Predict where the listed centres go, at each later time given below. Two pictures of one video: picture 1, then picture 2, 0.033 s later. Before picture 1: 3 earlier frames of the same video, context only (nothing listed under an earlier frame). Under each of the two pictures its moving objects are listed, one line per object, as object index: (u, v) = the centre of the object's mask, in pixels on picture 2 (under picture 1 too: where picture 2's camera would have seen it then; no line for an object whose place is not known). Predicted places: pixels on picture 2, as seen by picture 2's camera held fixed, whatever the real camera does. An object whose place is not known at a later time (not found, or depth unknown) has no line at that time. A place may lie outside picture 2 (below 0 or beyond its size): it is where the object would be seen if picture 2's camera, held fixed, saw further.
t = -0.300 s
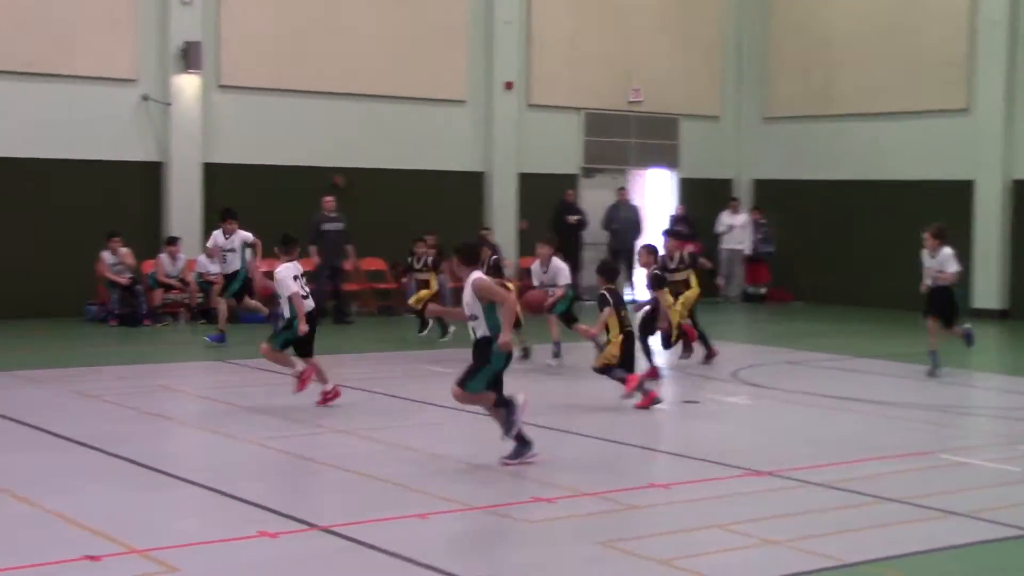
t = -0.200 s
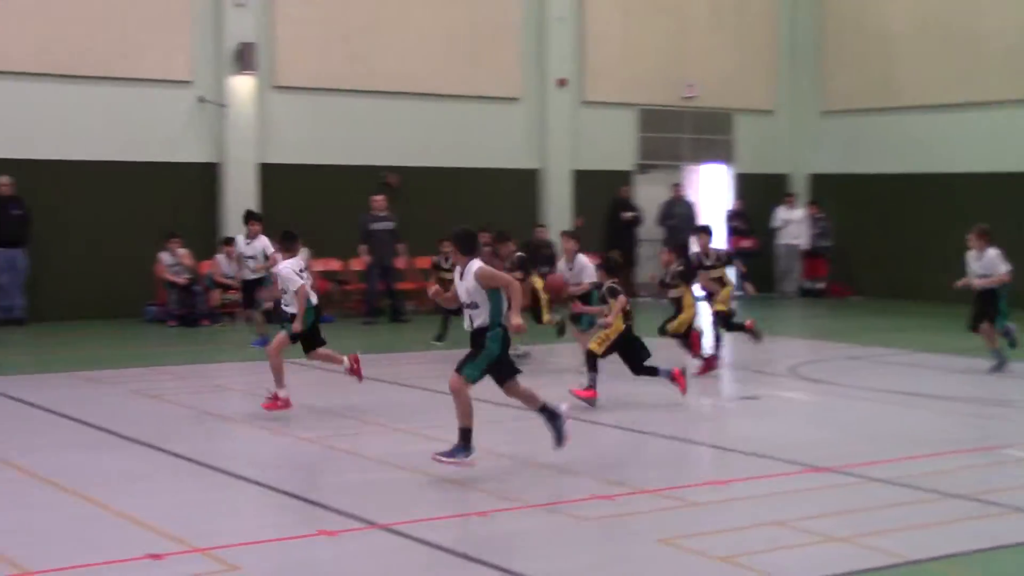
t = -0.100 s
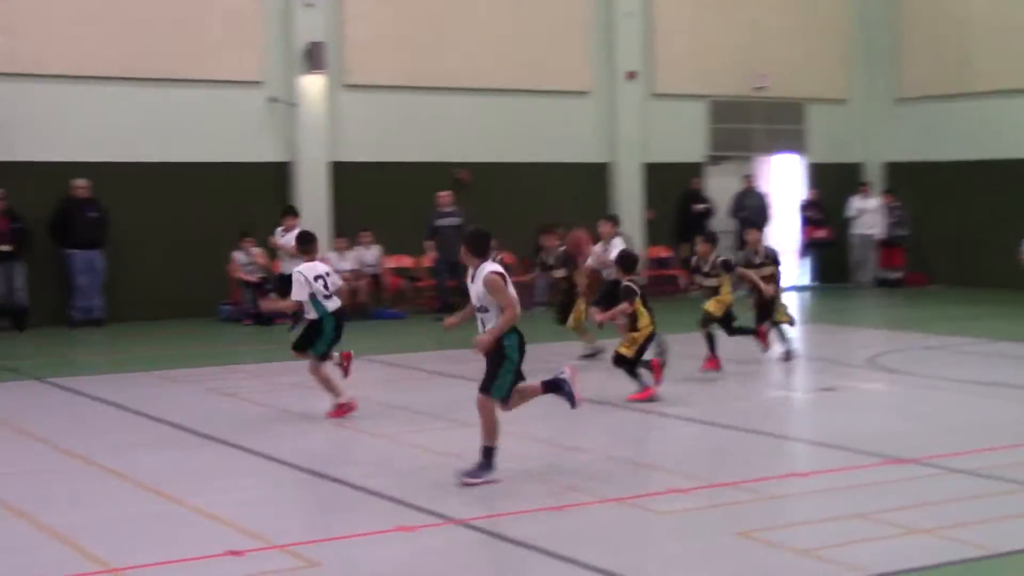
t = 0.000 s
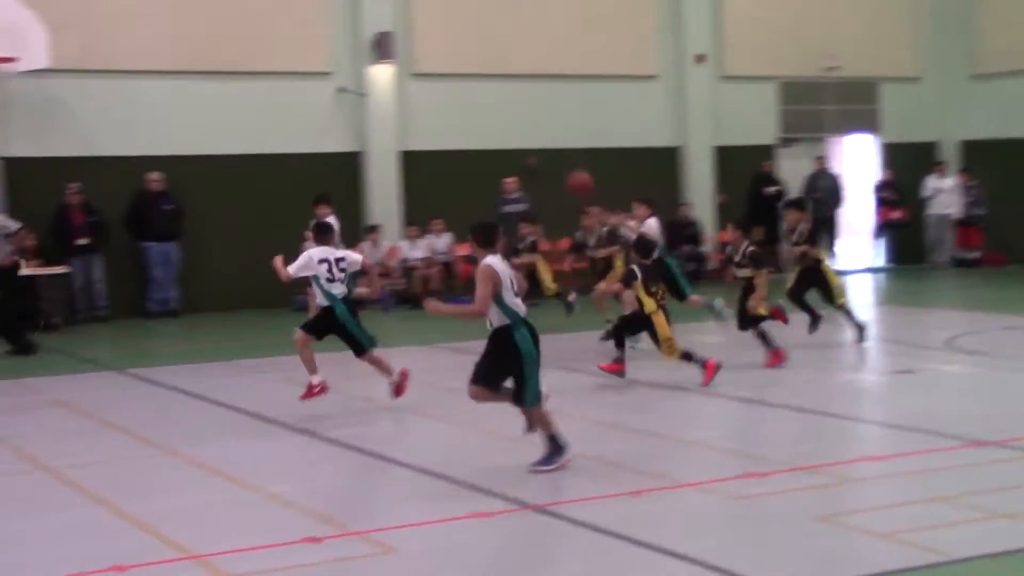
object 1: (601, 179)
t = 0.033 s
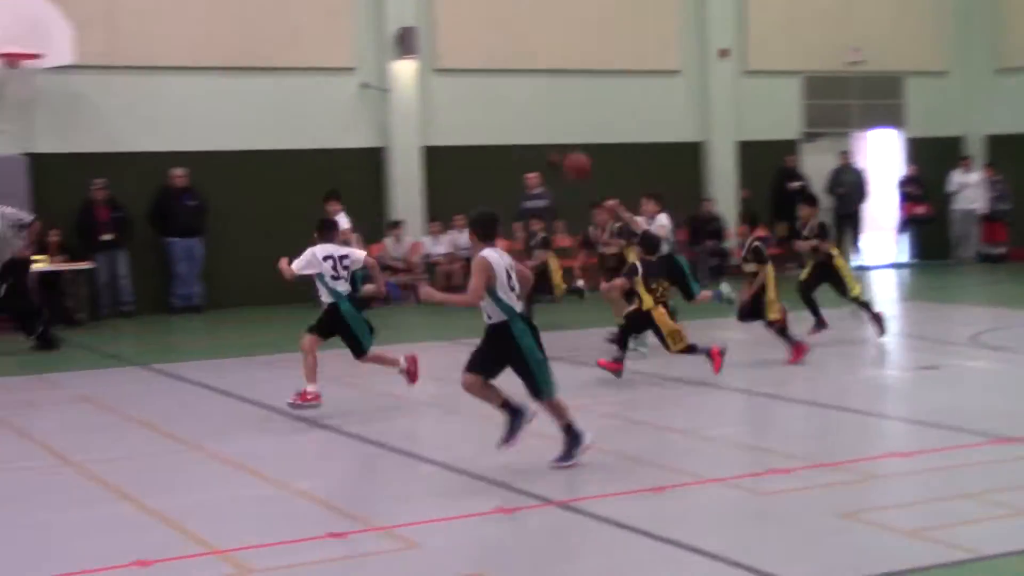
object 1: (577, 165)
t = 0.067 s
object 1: (552, 155)
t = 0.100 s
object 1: (526, 143)
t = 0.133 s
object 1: (500, 133)
